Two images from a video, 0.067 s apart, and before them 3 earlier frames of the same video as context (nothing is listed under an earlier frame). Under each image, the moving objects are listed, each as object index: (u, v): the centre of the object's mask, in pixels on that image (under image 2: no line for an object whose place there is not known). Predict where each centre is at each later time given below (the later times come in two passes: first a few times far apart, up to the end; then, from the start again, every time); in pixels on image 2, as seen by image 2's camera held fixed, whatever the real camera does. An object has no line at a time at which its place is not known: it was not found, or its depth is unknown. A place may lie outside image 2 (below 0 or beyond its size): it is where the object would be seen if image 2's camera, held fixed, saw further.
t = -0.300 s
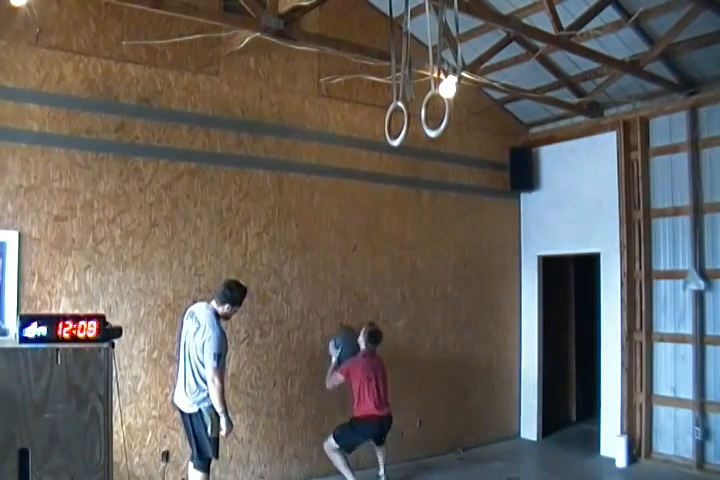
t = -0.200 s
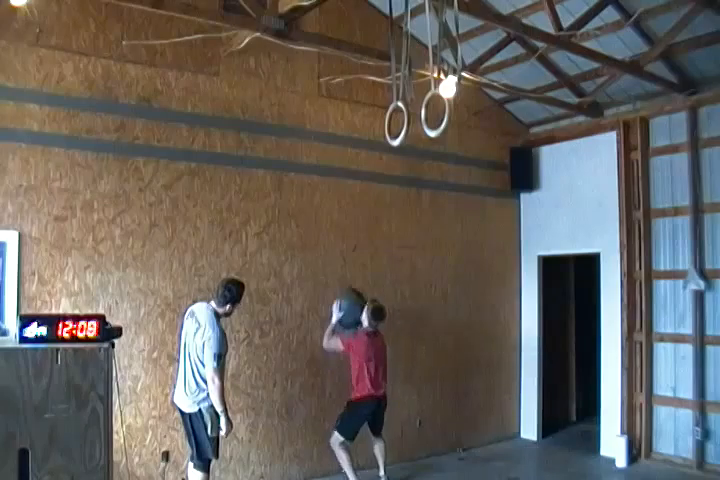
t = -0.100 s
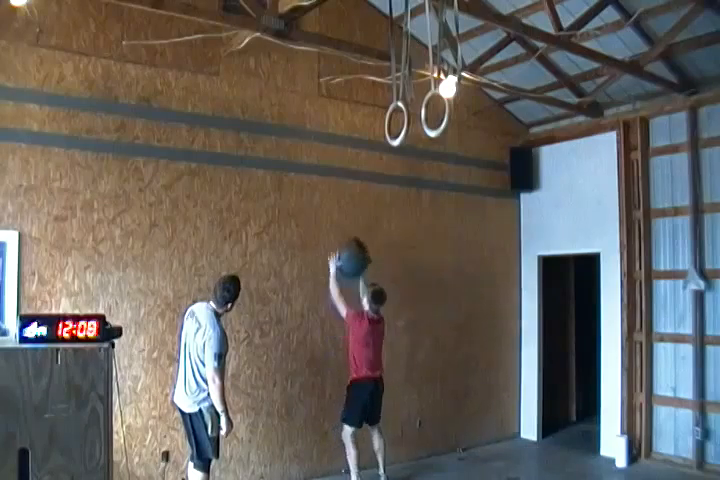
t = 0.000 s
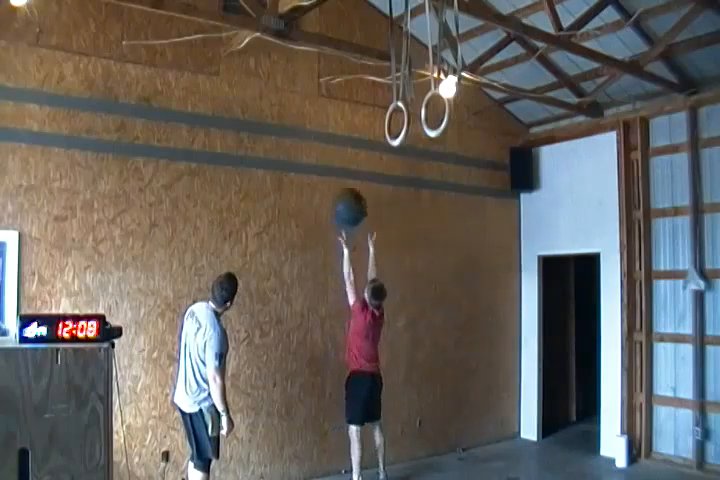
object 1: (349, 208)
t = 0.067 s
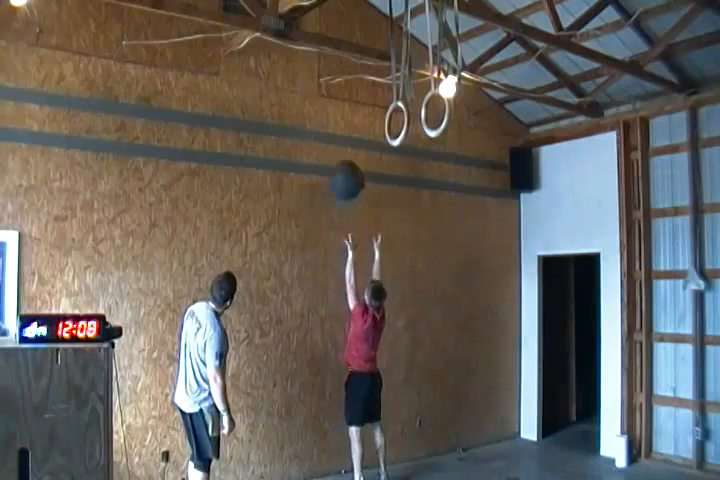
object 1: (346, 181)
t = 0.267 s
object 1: (338, 131)
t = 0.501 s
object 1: (335, 127)
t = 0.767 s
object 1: (337, 192)
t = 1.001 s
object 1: (338, 312)
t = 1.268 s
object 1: (339, 464)
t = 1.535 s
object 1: (340, 457)
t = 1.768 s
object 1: (341, 467)
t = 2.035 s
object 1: (342, 467)
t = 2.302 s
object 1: (342, 467)
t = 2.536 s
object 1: (342, 467)
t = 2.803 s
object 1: (342, 467)
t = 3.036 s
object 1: (342, 468)
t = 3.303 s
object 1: (342, 467)
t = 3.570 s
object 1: (342, 468)
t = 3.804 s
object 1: (342, 467)
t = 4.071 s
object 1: (342, 468)
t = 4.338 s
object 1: (342, 468)
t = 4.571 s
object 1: (342, 468)
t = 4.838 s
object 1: (341, 467)
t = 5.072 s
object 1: (342, 467)
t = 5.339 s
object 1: (342, 467)
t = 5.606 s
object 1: (342, 467)
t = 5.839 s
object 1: (342, 467)
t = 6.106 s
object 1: (342, 467)
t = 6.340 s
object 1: (342, 467)
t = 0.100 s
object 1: (345, 170)
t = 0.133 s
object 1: (344, 160)
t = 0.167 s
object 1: (343, 152)
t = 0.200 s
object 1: (341, 143)
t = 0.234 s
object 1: (339, 138)
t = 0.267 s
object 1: (338, 131)
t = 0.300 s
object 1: (337, 127)
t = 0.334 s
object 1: (336, 125)
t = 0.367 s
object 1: (335, 124)
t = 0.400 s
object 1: (335, 123)
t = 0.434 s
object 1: (335, 123)
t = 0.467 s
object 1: (335, 125)
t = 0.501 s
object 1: (335, 127)
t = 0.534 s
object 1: (335, 131)
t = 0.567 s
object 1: (336, 136)
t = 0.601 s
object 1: (336, 142)
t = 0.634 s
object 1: (335, 149)
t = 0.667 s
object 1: (336, 158)
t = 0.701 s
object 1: (337, 168)
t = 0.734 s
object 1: (337, 179)
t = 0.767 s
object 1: (337, 192)
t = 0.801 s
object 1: (338, 205)
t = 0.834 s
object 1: (337, 219)
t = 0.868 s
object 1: (338, 235)
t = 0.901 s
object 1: (338, 253)
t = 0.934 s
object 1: (337, 272)
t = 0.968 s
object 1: (338, 291)
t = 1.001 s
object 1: (338, 312)
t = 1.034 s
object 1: (338, 333)
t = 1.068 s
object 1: (337, 356)
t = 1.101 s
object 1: (338, 382)
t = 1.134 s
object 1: (338, 410)
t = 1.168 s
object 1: (339, 438)
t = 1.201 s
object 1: (338, 463)
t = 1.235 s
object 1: (339, 467)
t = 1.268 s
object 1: (339, 464)
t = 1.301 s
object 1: (339, 460)
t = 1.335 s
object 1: (339, 456)
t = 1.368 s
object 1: (339, 454)
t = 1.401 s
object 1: (340, 452)
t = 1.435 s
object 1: (340, 452)
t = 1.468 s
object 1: (340, 453)
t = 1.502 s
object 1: (340, 454)
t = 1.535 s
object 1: (340, 457)
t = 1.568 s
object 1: (340, 461)
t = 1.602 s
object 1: (341, 465)
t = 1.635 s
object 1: (340, 468)
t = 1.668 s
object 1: (341, 468)
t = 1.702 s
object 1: (341, 467)
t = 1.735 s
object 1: (341, 467)
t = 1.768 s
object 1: (341, 467)
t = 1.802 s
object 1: (341, 467)
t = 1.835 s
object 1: (341, 467)
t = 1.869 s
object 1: (342, 467)
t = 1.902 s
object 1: (341, 467)
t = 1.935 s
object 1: (342, 467)
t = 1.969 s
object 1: (342, 467)
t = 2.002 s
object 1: (342, 467)
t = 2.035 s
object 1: (342, 467)
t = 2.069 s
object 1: (342, 467)
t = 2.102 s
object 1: (341, 467)
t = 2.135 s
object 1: (341, 467)
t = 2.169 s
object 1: (341, 467)
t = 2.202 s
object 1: (342, 467)
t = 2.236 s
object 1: (342, 467)
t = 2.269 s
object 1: (342, 467)
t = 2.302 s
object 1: (342, 467)
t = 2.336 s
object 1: (342, 467)
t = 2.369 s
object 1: (341, 467)
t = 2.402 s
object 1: (342, 467)
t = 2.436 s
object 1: (342, 467)
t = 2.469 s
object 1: (342, 467)
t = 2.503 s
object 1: (342, 467)
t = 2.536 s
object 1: (342, 467)
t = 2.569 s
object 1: (342, 467)
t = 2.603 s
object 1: (342, 467)
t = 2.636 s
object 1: (342, 467)
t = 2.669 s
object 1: (342, 467)
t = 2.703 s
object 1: (342, 467)
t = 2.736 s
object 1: (342, 467)
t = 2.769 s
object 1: (342, 467)
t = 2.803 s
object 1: (342, 467)
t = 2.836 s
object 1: (342, 467)
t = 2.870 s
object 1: (342, 467)
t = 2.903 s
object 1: (342, 467)
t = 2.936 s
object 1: (342, 467)
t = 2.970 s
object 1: (342, 467)
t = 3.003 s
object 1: (342, 468)
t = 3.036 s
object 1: (342, 468)
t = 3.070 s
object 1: (342, 468)
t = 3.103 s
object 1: (342, 468)
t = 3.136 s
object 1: (342, 468)
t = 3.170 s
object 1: (342, 468)
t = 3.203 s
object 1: (342, 467)
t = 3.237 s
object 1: (342, 467)
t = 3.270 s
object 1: (342, 467)
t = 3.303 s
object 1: (342, 467)
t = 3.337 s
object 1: (342, 467)
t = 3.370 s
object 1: (342, 468)
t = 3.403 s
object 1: (342, 468)
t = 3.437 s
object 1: (342, 468)
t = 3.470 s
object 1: (342, 468)
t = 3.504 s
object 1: (342, 468)
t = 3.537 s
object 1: (341, 467)
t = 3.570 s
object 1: (342, 468)
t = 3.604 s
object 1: (342, 468)
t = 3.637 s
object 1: (341, 467)
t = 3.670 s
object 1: (342, 468)
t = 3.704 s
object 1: (342, 468)
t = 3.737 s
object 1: (342, 468)
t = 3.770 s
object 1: (342, 467)
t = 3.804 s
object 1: (342, 467)
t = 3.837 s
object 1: (342, 468)
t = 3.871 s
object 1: (342, 467)
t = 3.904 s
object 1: (342, 467)
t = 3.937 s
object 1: (342, 467)
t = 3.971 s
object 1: (342, 468)
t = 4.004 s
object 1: (342, 468)
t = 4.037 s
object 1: (342, 468)
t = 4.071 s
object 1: (342, 468)
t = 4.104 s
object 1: (342, 468)
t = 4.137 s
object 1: (342, 467)
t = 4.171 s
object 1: (342, 467)
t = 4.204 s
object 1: (342, 467)
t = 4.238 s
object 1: (342, 467)
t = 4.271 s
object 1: (342, 468)
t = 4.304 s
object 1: (342, 468)
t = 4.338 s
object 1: (342, 468)
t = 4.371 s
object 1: (342, 468)
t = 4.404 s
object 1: (342, 468)
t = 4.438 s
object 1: (342, 468)
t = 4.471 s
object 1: (342, 467)
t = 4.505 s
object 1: (342, 467)
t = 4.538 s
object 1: (342, 468)
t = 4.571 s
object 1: (342, 468)
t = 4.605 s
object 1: (342, 468)
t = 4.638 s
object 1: (342, 468)
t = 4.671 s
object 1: (342, 468)
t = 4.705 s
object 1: (342, 468)
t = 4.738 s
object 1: (342, 468)
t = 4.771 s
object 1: (342, 468)
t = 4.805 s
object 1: (341, 467)
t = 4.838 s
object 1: (341, 467)
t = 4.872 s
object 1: (341, 467)
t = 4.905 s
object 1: (342, 467)
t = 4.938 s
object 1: (342, 467)
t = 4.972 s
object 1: (342, 467)
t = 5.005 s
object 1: (341, 467)
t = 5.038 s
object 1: (341, 467)
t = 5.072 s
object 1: (342, 467)
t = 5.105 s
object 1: (342, 467)
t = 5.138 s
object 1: (342, 467)
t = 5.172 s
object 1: (342, 467)
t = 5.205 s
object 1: (342, 467)
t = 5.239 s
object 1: (342, 467)
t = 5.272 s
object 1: (342, 468)
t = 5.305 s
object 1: (342, 468)
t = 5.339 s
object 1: (342, 467)
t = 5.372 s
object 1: (342, 467)
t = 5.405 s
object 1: (342, 467)
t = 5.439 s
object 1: (342, 467)
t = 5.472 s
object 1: (342, 467)
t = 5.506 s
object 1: (342, 467)
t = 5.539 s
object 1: (342, 467)
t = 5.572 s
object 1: (342, 467)
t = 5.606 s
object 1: (342, 467)
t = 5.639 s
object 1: (342, 467)
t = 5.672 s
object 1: (342, 467)
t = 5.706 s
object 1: (342, 467)
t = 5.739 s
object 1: (342, 467)
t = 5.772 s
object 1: (342, 467)
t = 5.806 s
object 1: (342, 467)
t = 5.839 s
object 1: (342, 467)
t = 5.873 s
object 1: (341, 467)
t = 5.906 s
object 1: (342, 467)
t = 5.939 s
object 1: (342, 467)
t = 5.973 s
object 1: (342, 467)
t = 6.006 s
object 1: (342, 467)
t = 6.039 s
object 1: (342, 467)
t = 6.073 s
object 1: (342, 467)
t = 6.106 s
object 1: (342, 467)
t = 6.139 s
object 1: (342, 467)
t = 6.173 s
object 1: (342, 467)
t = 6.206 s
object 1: (342, 467)
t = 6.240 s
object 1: (342, 468)
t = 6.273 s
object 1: (342, 467)
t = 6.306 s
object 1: (342, 467)
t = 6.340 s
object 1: (342, 467)
